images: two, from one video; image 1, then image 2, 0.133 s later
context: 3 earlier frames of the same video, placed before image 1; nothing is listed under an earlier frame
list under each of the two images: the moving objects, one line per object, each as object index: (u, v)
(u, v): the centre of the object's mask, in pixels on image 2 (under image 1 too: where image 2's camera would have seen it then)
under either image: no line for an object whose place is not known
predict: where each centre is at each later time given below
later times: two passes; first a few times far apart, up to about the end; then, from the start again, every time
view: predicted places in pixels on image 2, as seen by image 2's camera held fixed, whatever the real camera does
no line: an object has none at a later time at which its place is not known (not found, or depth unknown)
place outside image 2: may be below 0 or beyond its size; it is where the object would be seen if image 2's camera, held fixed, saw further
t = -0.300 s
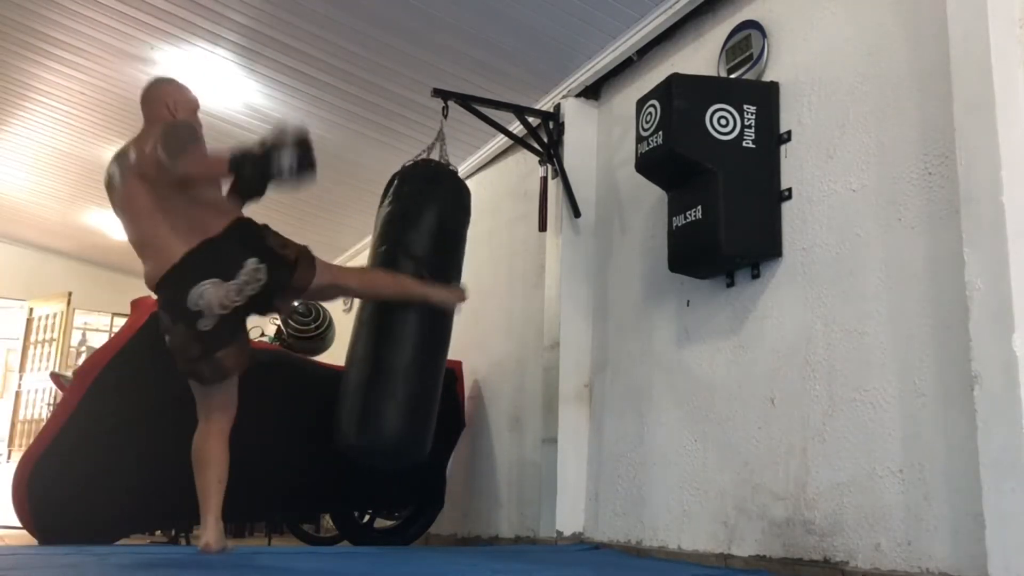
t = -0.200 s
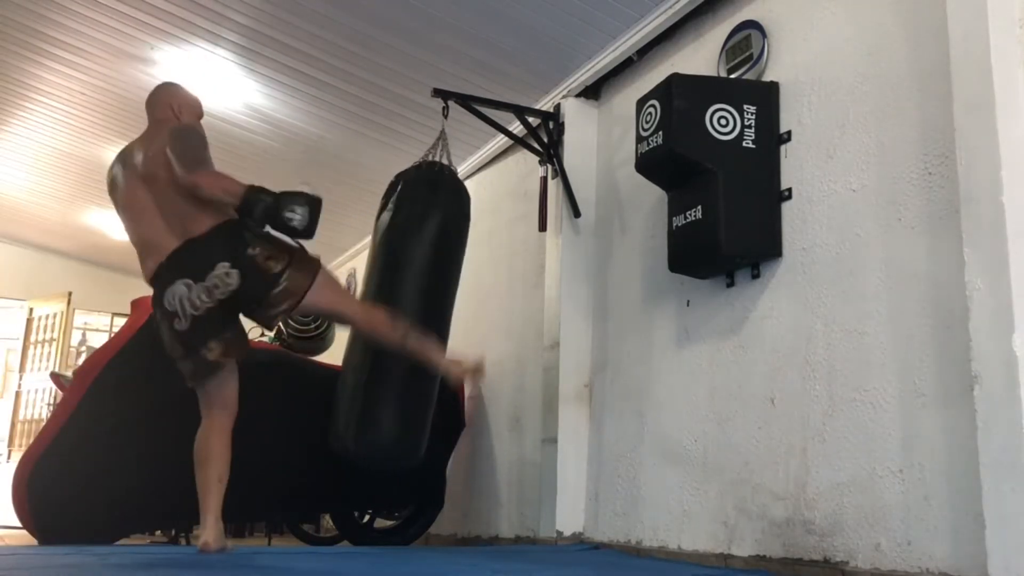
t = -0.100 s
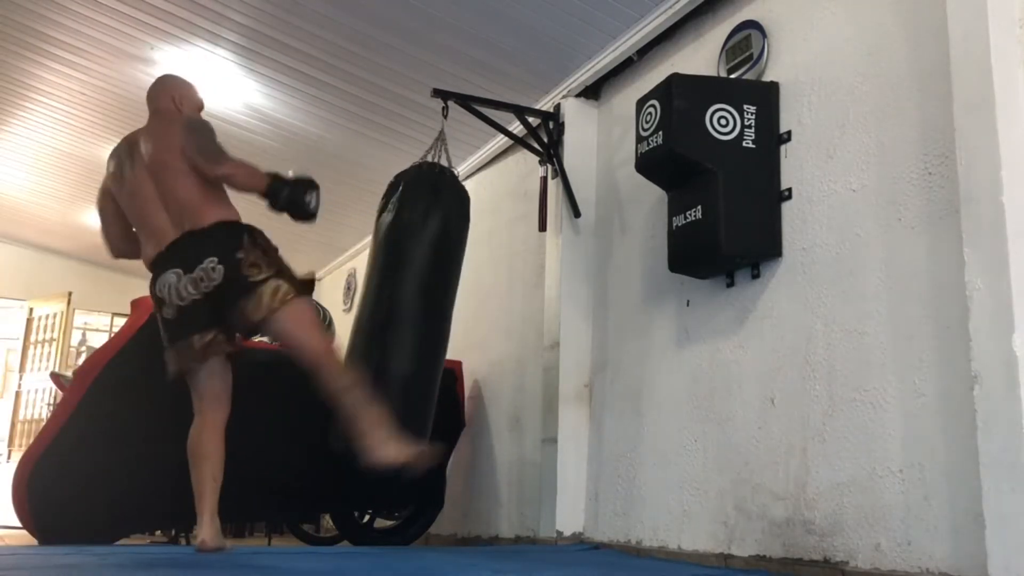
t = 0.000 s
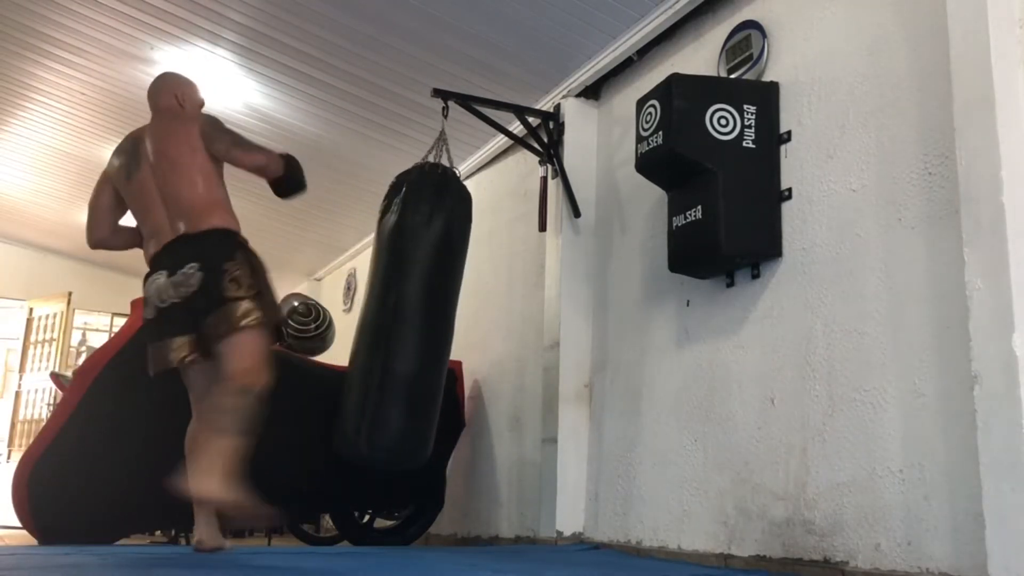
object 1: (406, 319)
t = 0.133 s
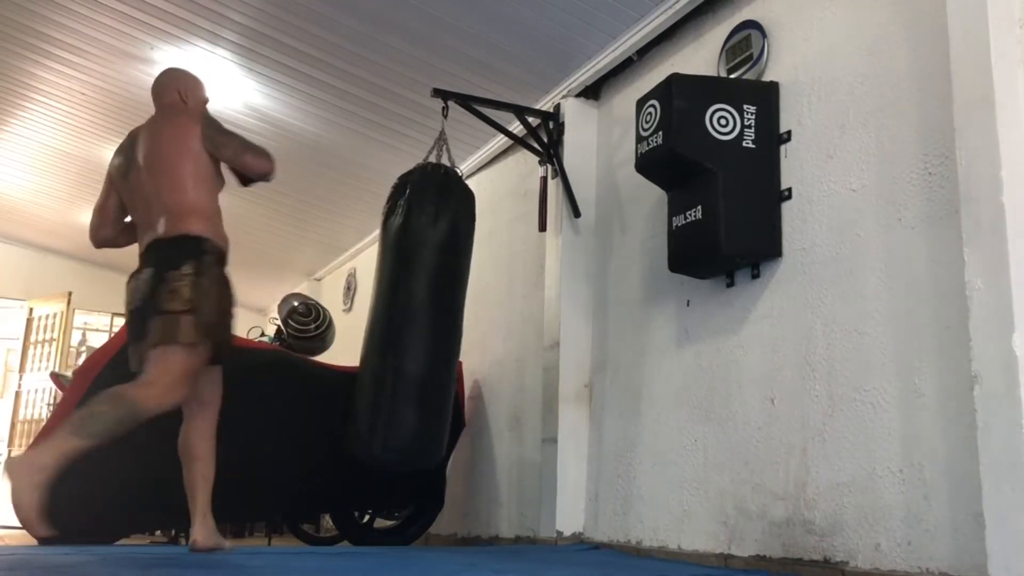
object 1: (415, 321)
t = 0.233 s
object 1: (423, 320)
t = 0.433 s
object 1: (443, 322)
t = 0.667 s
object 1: (464, 321)
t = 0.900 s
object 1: (470, 320)
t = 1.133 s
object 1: (461, 319)
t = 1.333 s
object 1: (443, 319)
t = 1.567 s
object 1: (419, 321)
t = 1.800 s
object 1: (405, 318)
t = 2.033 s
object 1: (406, 317)
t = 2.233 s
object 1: (417, 320)
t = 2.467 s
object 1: (439, 321)
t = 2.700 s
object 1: (459, 321)
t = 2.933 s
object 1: (468, 318)
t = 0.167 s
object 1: (417, 321)
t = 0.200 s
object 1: (420, 321)
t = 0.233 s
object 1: (423, 320)
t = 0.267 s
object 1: (426, 321)
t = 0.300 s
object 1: (430, 320)
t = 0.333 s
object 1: (433, 321)
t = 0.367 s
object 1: (437, 321)
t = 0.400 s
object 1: (440, 321)
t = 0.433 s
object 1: (443, 322)
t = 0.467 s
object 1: (447, 321)
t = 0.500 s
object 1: (450, 321)
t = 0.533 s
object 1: (453, 321)
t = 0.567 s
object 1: (456, 321)
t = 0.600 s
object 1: (458, 321)
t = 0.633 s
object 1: (461, 321)
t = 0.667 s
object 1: (464, 321)
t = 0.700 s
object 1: (465, 319)
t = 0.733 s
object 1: (467, 319)
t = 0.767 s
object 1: (468, 319)
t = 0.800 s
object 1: (469, 319)
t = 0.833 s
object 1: (470, 319)
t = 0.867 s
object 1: (470, 319)
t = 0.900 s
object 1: (470, 320)
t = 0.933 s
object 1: (470, 320)
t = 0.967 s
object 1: (469, 319)
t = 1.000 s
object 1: (469, 319)
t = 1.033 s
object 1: (467, 318)
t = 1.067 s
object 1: (466, 319)
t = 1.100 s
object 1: (463, 319)
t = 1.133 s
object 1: (461, 319)
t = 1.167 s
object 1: (459, 320)
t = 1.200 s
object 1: (456, 320)
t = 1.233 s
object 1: (453, 319)
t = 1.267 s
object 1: (449, 319)
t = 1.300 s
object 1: (446, 318)
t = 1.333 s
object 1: (443, 319)
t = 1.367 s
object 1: (439, 319)
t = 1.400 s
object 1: (436, 319)
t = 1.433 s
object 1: (432, 319)
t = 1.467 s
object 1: (429, 320)
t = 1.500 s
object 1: (426, 319)
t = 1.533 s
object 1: (422, 319)
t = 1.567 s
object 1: (419, 321)
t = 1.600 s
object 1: (417, 321)
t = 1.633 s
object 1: (414, 321)
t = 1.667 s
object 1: (412, 319)
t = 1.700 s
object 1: (410, 318)
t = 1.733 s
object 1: (408, 319)
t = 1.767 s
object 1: (407, 318)
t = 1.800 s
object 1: (405, 318)
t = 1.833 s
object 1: (404, 318)
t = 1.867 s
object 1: (404, 317)
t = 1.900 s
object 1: (404, 317)
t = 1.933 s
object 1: (404, 317)
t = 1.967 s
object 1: (404, 317)
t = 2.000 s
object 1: (405, 318)
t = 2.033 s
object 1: (406, 317)
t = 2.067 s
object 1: (408, 317)
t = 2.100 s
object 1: (409, 318)
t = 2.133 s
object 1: (411, 318)
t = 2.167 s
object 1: (413, 319)
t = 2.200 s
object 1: (415, 319)
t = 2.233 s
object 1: (417, 320)
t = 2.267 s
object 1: (420, 320)
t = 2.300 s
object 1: (423, 319)
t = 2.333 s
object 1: (426, 320)
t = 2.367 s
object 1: (429, 320)
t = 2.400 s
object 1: (432, 321)
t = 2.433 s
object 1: (435, 321)
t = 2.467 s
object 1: (439, 321)
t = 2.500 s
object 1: (441, 321)
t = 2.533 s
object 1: (445, 320)
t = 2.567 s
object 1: (448, 320)
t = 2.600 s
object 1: (451, 319)
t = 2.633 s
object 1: (453, 319)
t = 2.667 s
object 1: (456, 320)
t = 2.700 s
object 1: (459, 321)
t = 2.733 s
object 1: (461, 320)
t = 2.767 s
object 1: (463, 320)
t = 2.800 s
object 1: (465, 319)
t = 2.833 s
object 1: (466, 319)
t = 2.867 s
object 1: (467, 318)
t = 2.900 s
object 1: (468, 318)
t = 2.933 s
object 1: (468, 318)
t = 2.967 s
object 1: (468, 318)
